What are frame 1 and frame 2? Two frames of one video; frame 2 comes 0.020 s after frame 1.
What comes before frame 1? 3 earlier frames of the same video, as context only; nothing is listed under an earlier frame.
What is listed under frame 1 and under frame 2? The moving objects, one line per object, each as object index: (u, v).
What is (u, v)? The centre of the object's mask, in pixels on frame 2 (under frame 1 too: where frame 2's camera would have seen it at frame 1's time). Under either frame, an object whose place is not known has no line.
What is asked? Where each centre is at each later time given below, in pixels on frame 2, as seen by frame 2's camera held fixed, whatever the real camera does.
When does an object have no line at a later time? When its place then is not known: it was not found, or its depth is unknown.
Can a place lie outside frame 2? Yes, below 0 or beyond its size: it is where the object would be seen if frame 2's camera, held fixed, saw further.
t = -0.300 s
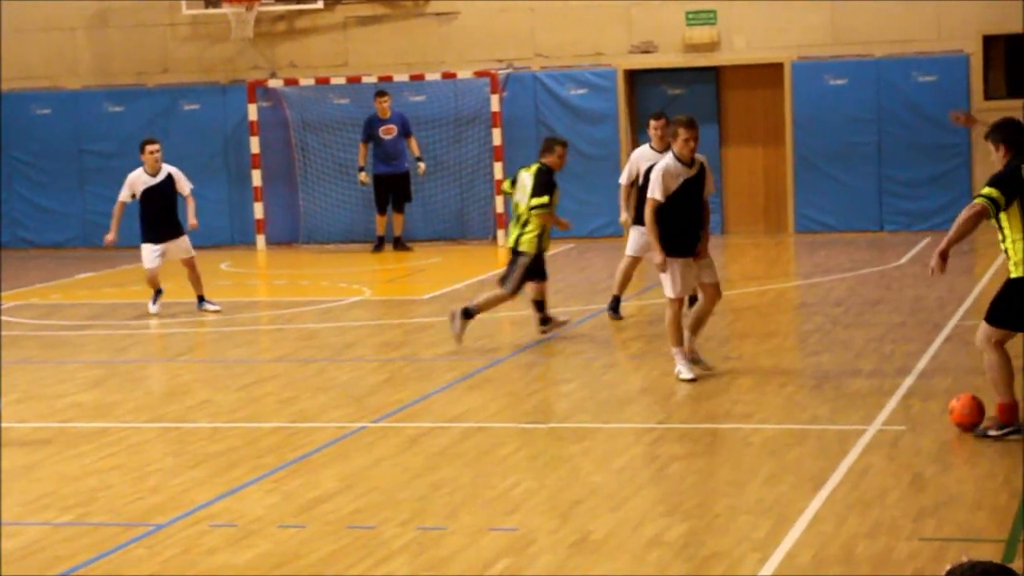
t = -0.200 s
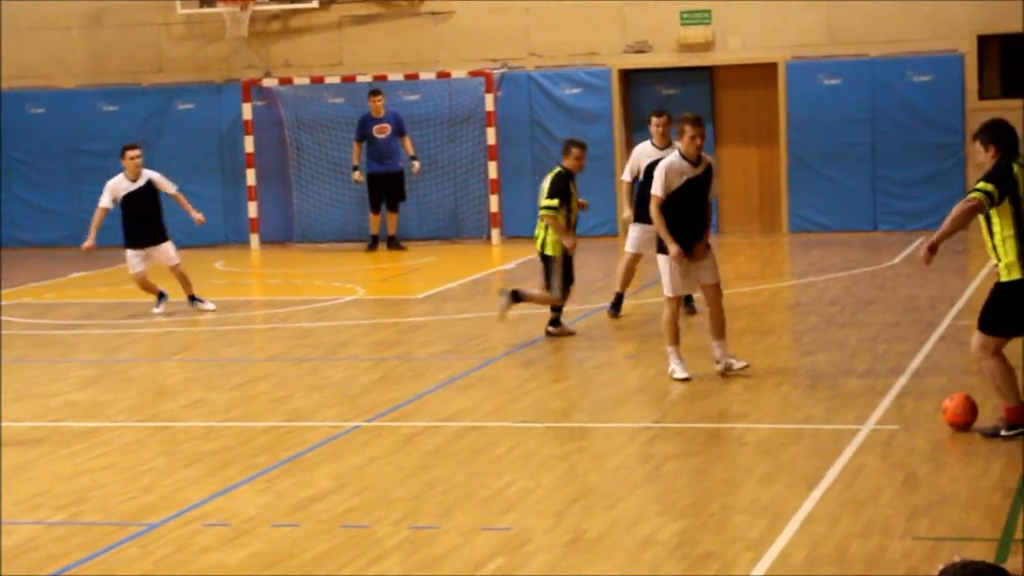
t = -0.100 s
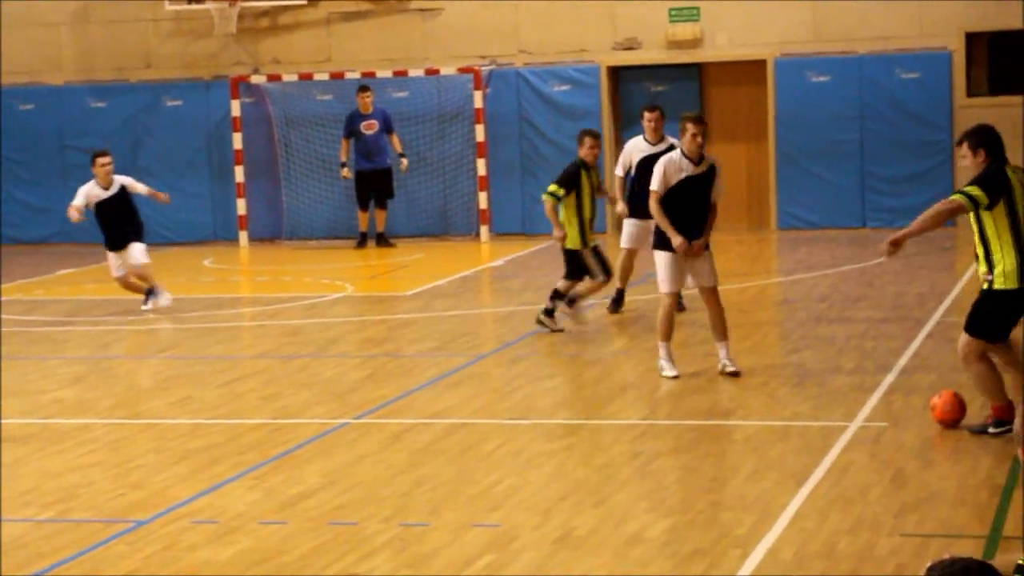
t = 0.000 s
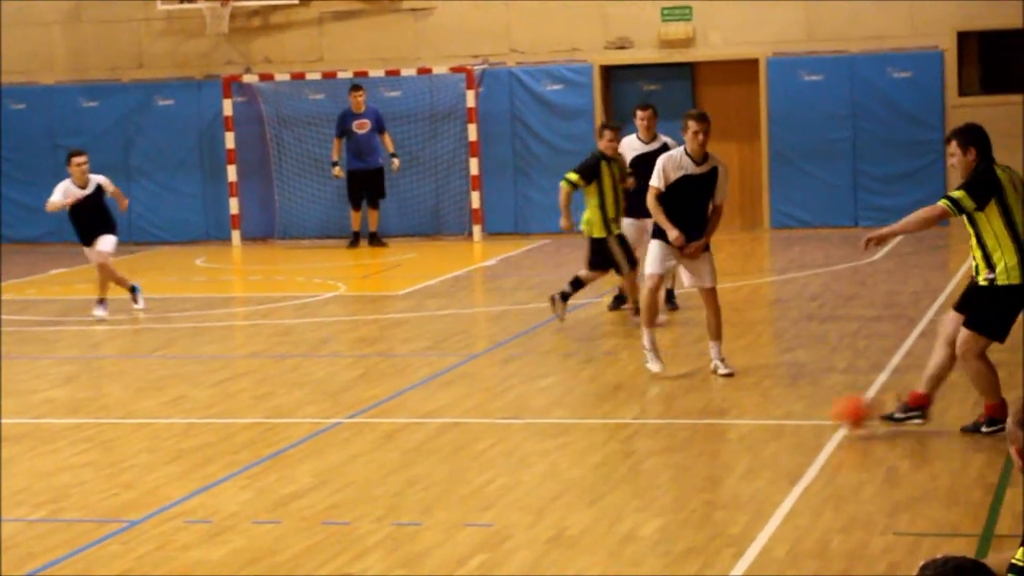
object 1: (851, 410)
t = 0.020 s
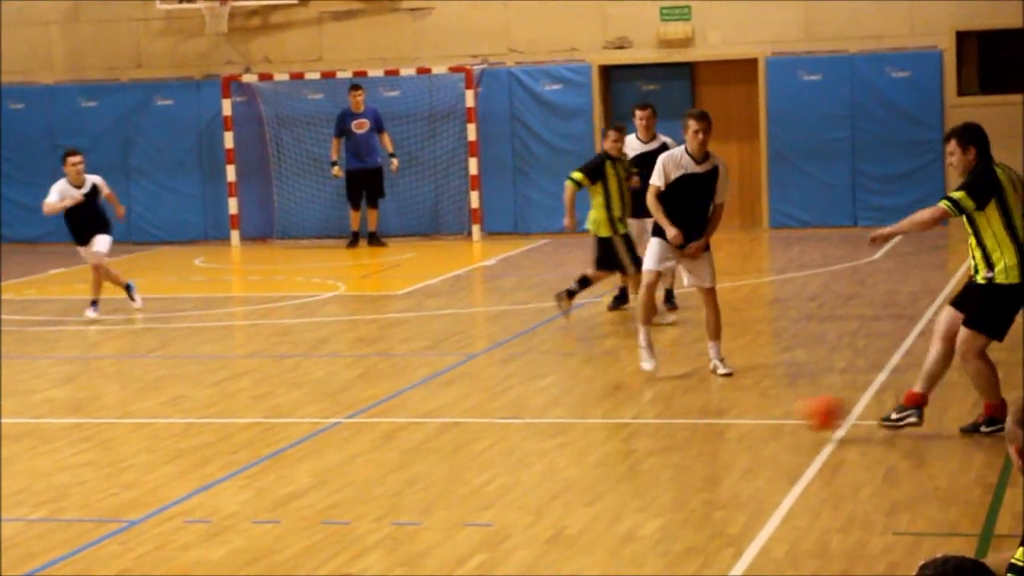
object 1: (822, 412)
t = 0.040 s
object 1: (792, 414)
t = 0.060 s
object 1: (762, 419)
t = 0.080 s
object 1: (731, 423)
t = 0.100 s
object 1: (701, 429)
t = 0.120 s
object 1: (670, 436)
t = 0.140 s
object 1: (638, 442)
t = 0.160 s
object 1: (607, 450)
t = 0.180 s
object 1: (576, 455)
